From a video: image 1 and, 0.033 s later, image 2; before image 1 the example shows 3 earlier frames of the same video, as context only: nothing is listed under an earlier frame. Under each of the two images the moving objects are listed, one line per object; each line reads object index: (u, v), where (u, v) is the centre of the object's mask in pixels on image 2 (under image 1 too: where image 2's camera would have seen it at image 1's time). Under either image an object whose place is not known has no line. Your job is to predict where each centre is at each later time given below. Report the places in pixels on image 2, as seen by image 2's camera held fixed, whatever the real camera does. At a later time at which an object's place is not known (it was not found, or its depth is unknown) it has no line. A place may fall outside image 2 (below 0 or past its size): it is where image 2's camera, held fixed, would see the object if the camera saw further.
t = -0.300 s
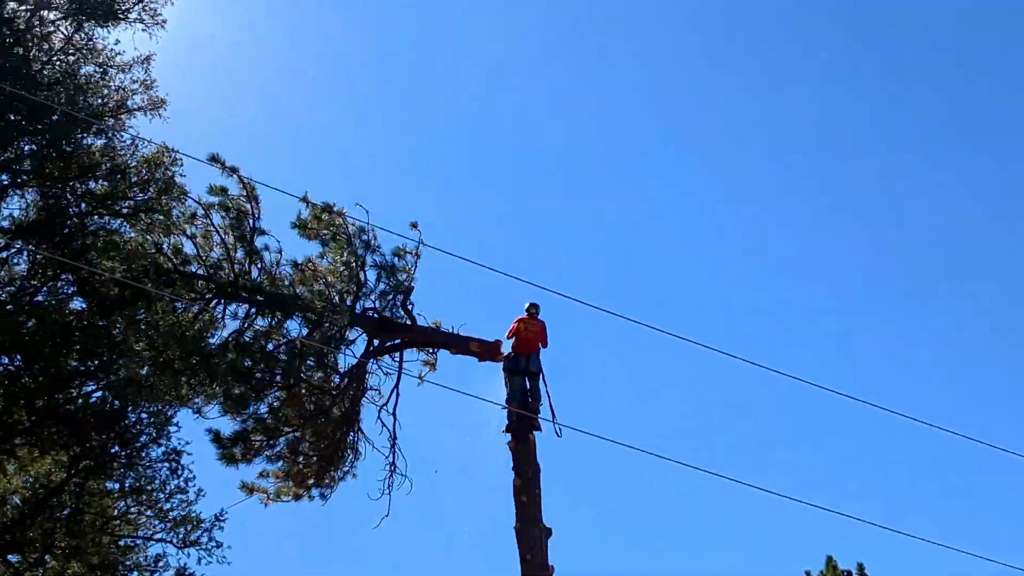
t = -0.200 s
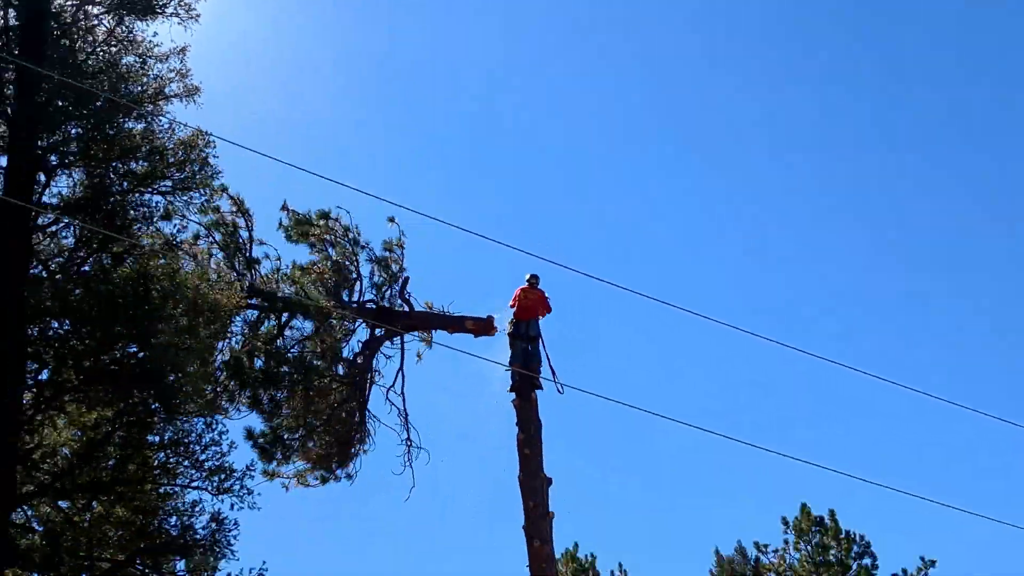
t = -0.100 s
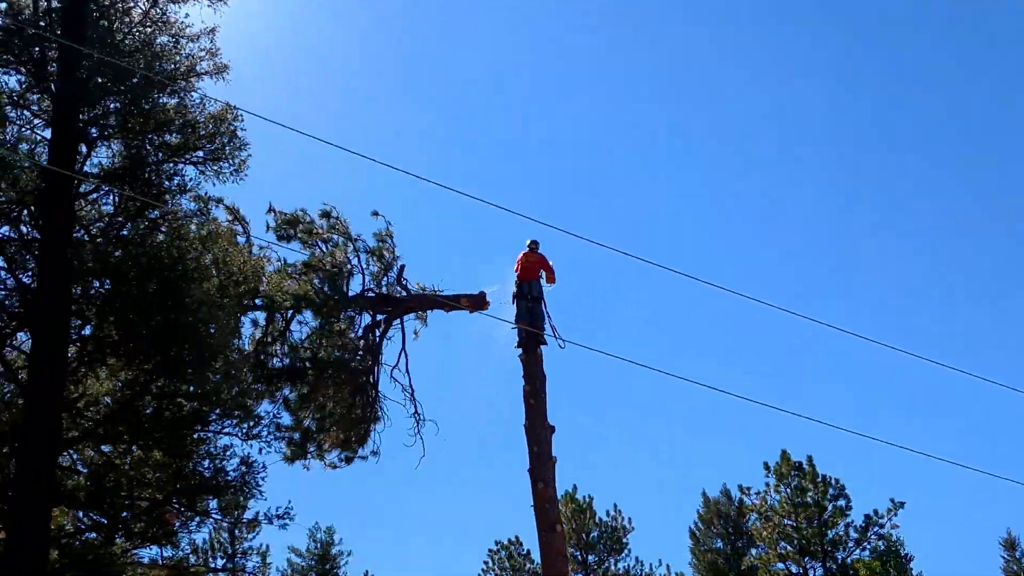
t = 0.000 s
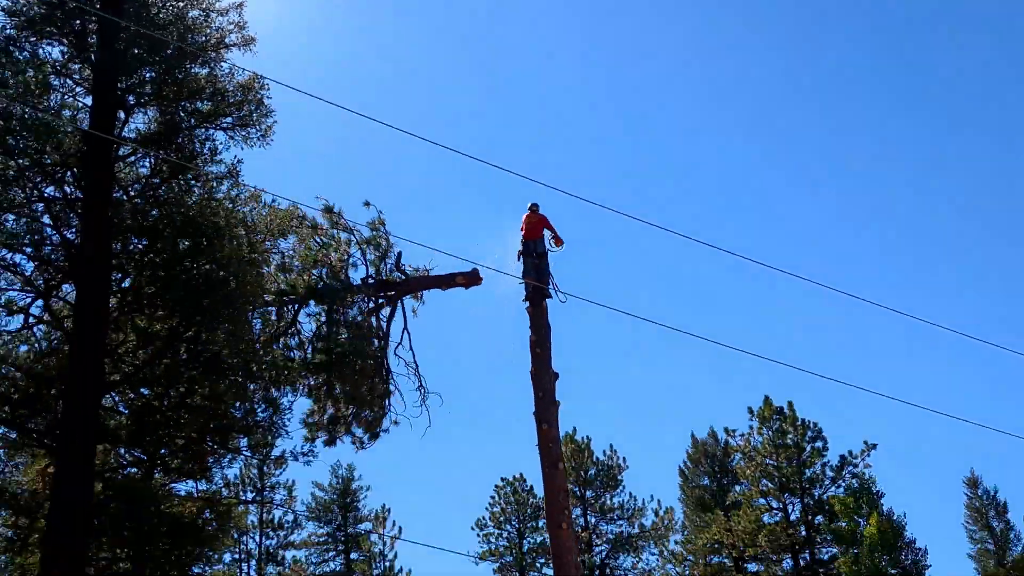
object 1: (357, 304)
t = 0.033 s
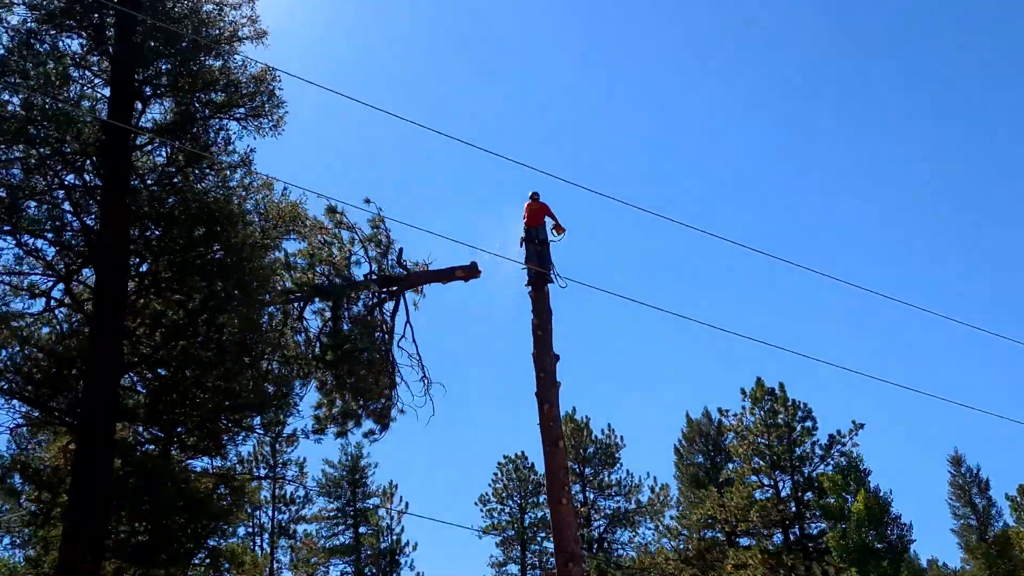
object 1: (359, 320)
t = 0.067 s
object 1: (356, 333)
